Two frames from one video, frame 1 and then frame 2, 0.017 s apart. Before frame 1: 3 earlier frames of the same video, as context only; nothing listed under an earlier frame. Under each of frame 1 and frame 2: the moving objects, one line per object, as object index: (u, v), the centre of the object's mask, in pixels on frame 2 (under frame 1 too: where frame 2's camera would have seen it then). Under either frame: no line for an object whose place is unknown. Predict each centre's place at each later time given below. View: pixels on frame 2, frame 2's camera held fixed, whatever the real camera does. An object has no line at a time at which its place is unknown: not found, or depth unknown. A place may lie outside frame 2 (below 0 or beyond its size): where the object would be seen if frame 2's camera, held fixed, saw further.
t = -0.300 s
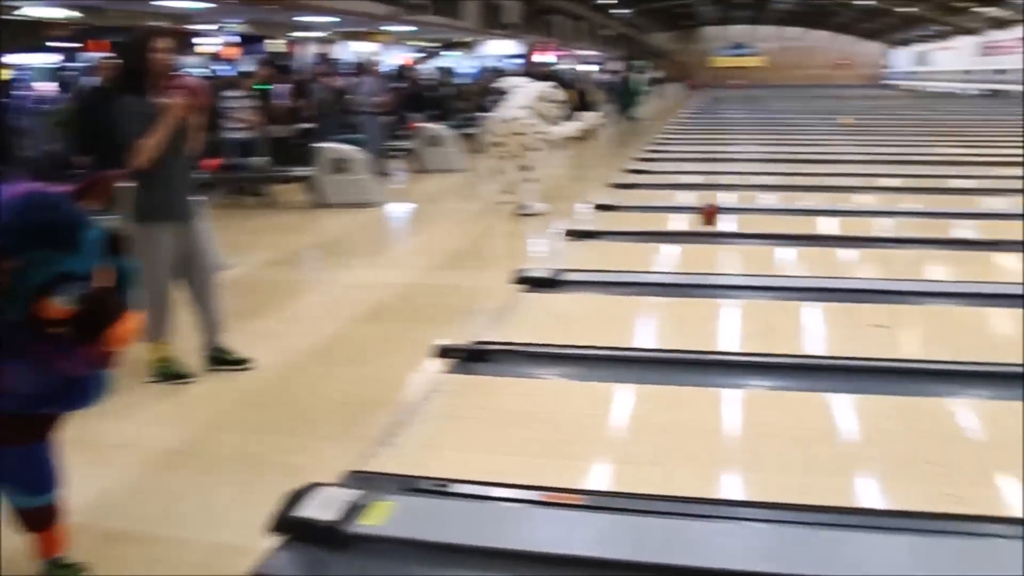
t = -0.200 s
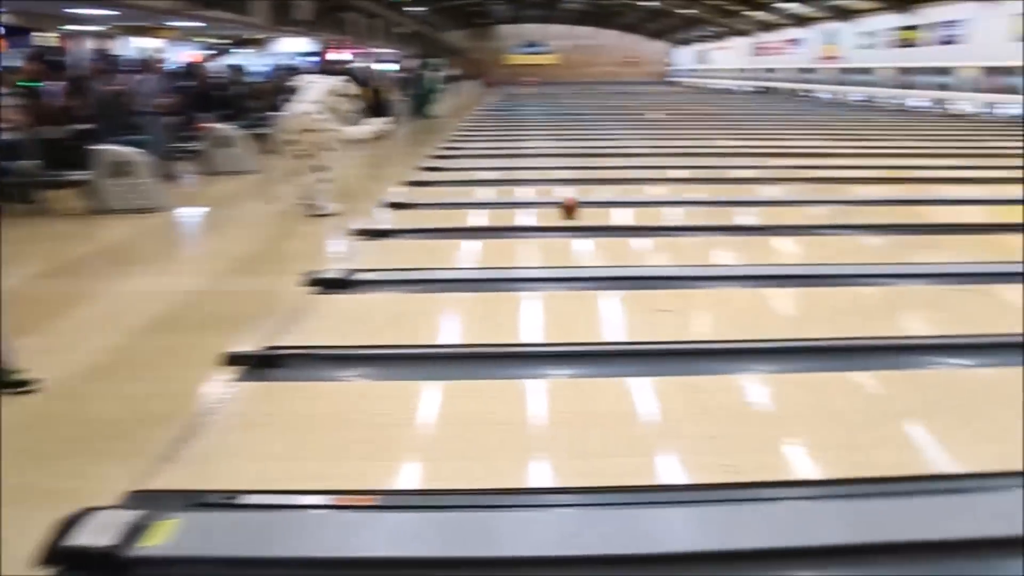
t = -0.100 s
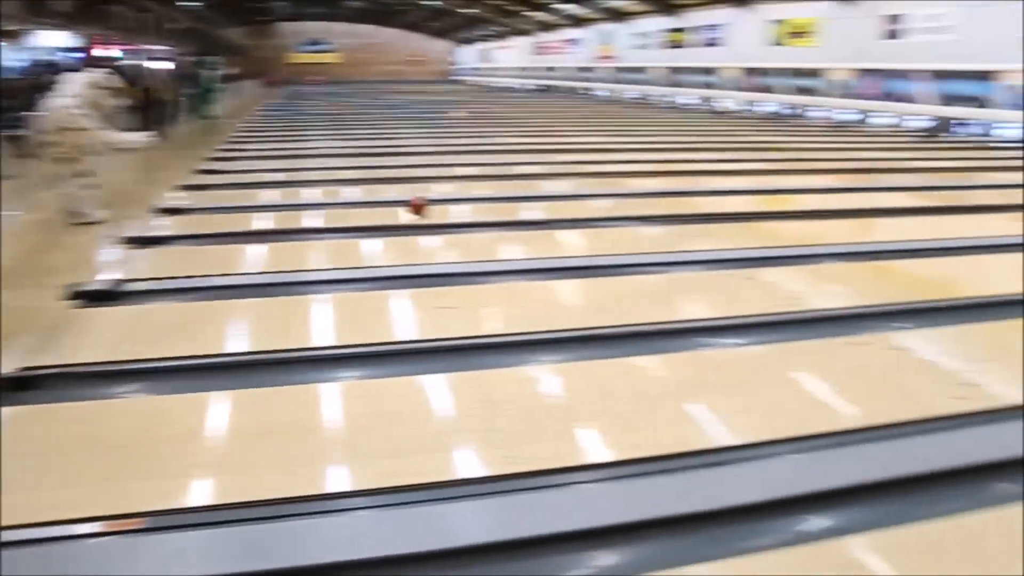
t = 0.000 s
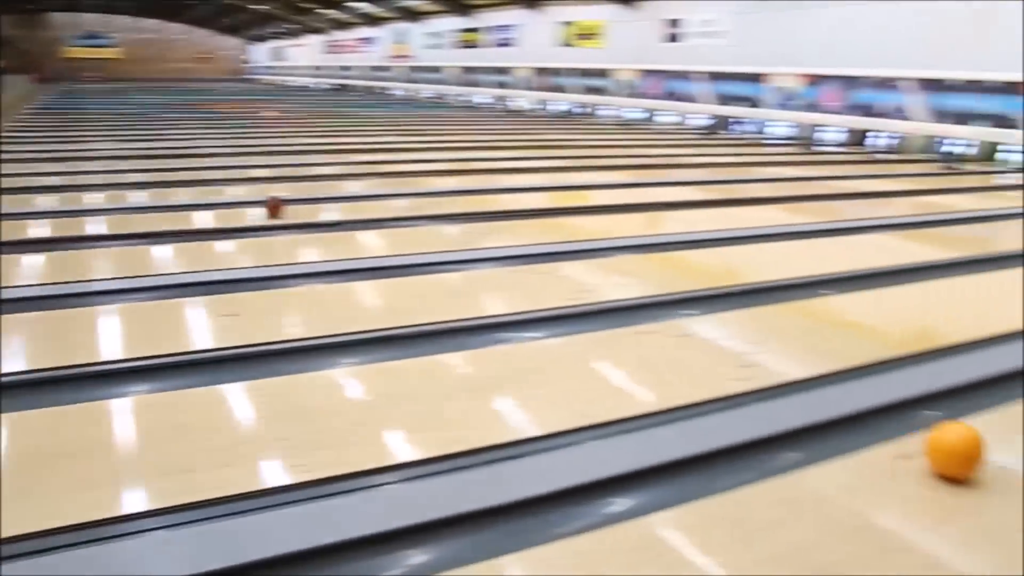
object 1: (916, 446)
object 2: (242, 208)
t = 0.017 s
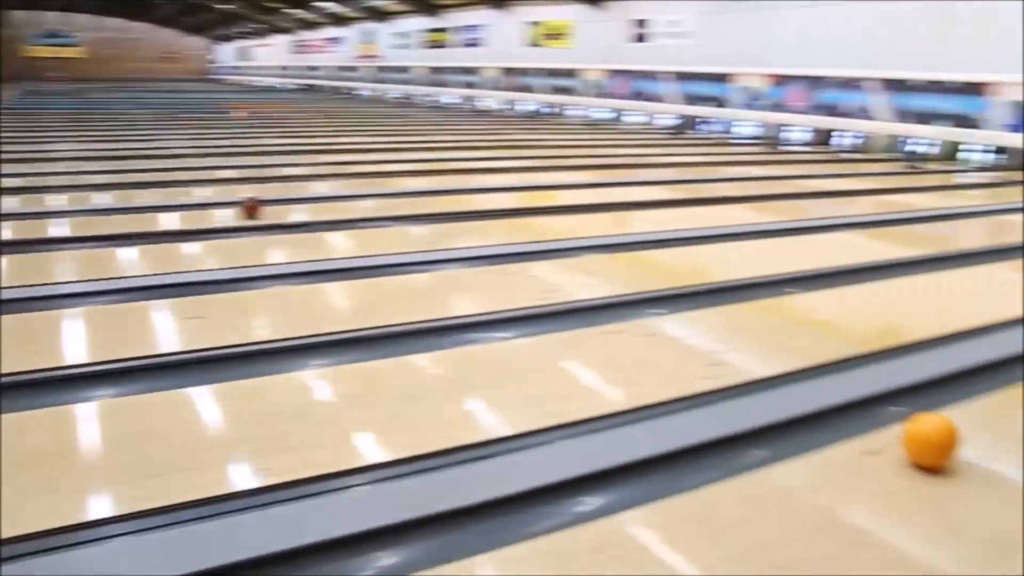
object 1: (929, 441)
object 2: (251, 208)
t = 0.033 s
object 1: (942, 436)
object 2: (258, 207)
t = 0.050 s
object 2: (267, 207)
